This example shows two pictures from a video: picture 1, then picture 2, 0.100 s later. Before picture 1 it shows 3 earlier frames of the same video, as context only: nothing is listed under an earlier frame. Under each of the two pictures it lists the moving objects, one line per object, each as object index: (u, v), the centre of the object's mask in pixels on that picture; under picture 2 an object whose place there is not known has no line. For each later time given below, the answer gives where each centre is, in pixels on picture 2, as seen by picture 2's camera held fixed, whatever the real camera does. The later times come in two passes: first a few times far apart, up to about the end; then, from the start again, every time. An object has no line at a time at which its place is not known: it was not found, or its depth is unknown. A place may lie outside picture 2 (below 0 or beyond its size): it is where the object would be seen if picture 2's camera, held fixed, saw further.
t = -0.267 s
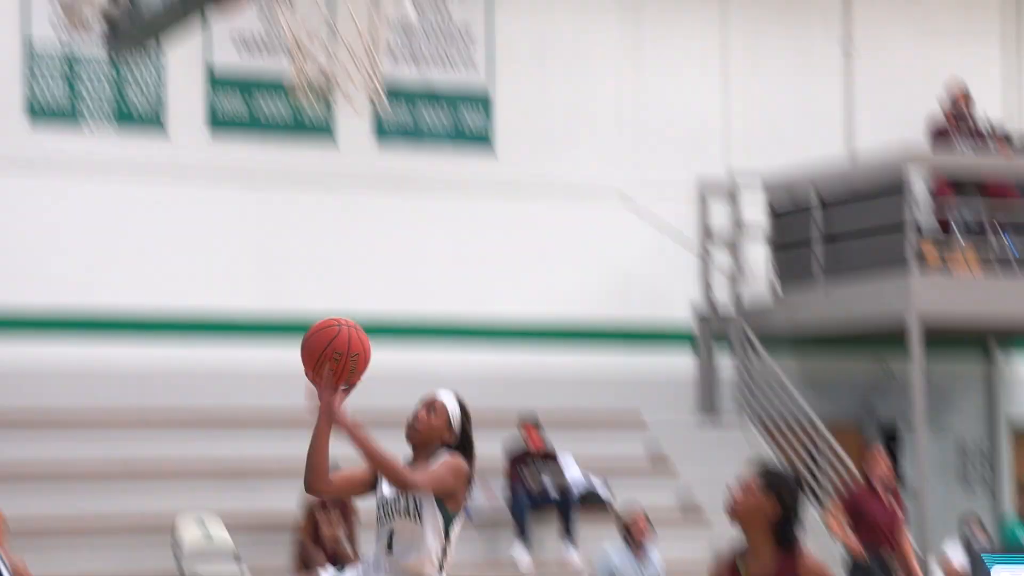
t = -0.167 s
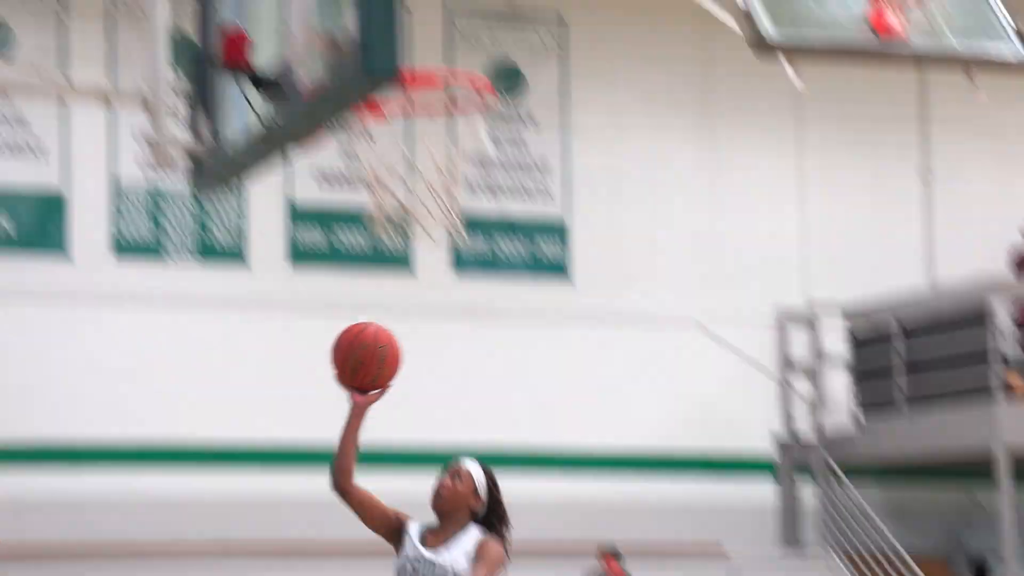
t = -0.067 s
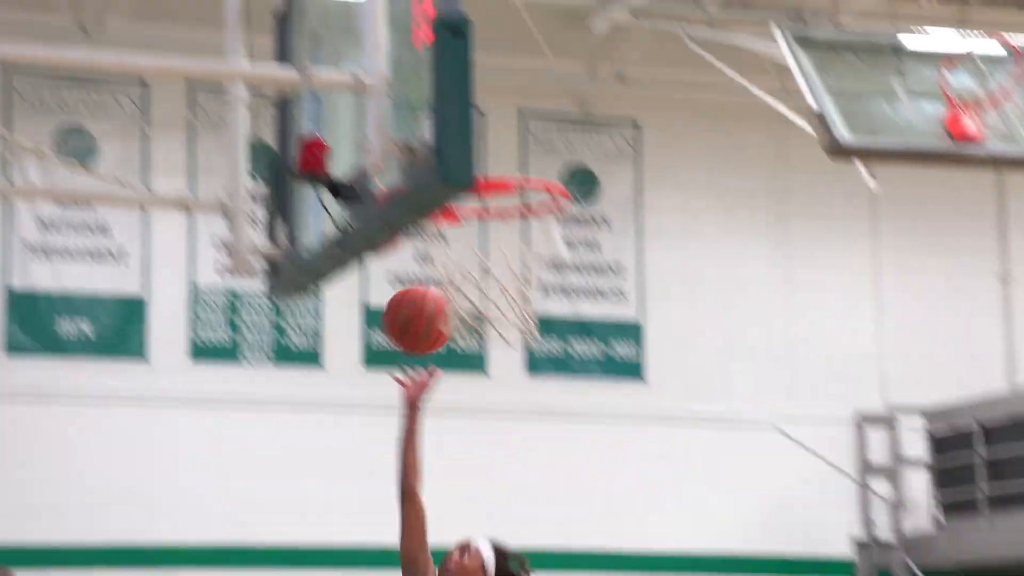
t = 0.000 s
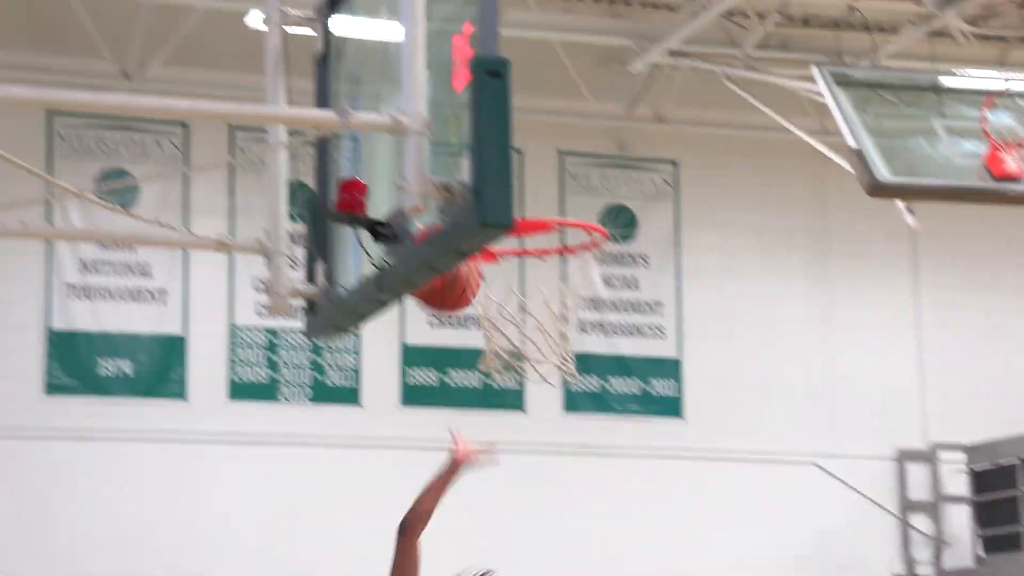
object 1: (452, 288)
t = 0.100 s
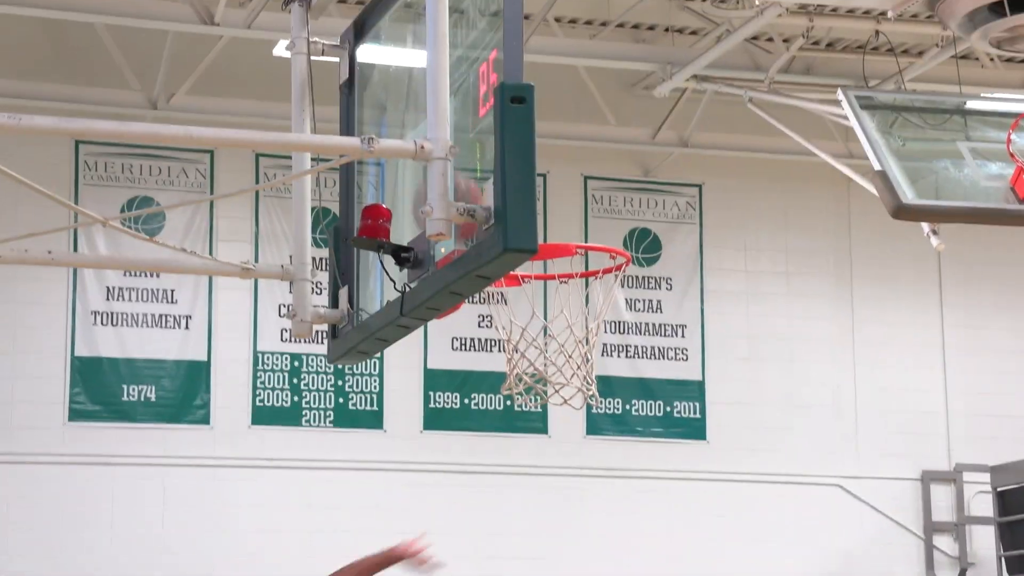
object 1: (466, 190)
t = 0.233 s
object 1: (466, 135)
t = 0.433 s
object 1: (542, 155)
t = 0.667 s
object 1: (595, 320)
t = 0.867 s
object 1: (587, 440)
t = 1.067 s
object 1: (583, 683)
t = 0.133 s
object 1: (465, 179)
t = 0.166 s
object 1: (461, 159)
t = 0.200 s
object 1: (462, 145)
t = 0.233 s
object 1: (466, 135)
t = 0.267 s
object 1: (470, 130)
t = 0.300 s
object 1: (471, 129)
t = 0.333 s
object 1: (472, 131)
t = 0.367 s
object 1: (474, 138)
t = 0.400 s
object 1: (481, 145)
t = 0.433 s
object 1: (542, 155)
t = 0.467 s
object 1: (548, 169)
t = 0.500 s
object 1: (553, 188)
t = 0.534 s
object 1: (559, 209)
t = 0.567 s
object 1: (567, 232)
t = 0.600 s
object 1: (576, 270)
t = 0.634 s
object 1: (588, 298)
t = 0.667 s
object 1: (595, 320)
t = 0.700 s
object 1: (598, 337)
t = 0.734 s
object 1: (595, 351)
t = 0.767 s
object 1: (593, 367)
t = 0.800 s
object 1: (591, 390)
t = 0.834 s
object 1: (589, 412)
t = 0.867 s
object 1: (587, 440)
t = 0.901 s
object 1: (585, 471)
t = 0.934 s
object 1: (583, 505)
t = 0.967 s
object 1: (582, 543)
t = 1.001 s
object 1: (582, 585)
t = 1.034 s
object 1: (583, 631)
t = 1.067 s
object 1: (583, 683)
